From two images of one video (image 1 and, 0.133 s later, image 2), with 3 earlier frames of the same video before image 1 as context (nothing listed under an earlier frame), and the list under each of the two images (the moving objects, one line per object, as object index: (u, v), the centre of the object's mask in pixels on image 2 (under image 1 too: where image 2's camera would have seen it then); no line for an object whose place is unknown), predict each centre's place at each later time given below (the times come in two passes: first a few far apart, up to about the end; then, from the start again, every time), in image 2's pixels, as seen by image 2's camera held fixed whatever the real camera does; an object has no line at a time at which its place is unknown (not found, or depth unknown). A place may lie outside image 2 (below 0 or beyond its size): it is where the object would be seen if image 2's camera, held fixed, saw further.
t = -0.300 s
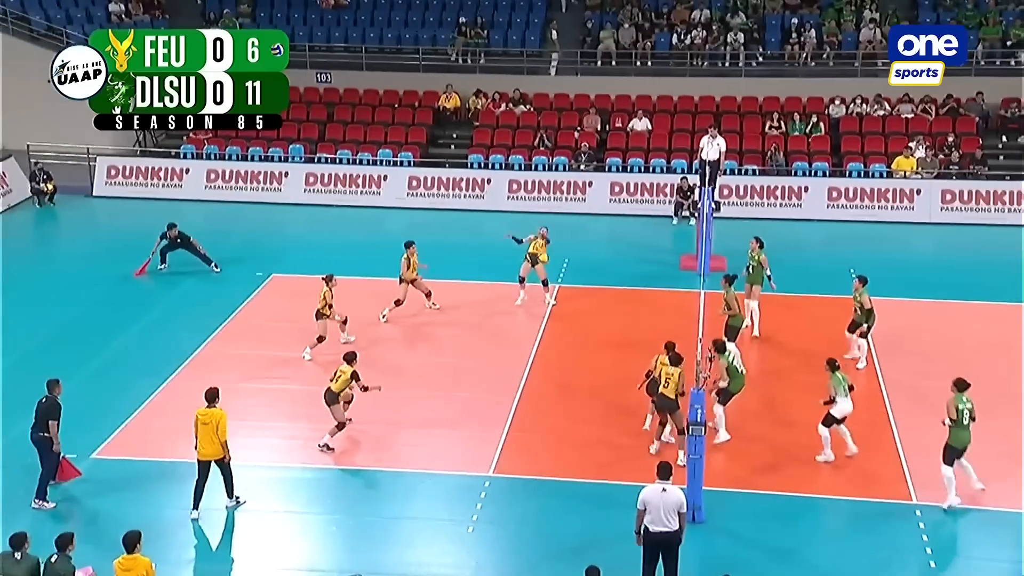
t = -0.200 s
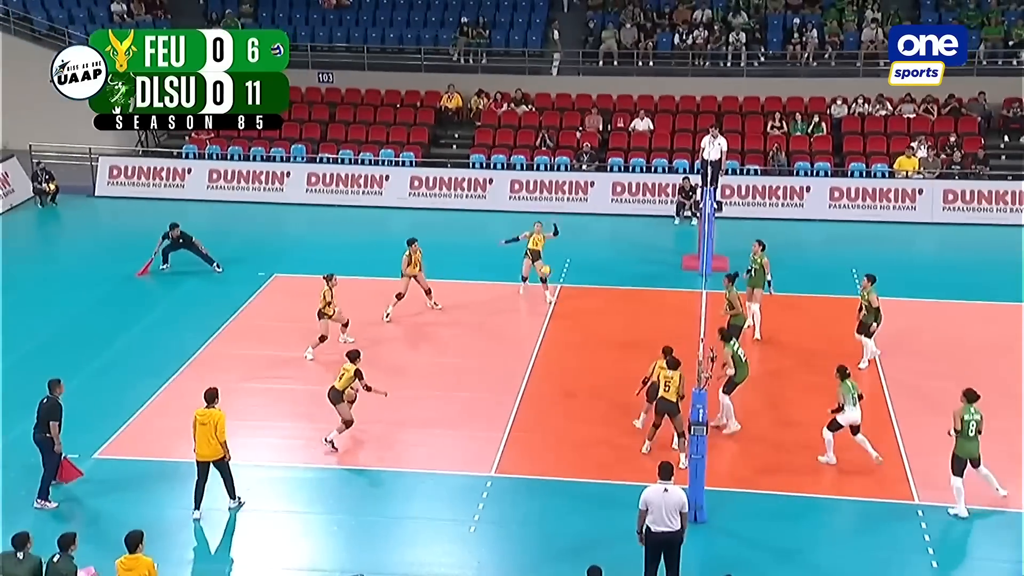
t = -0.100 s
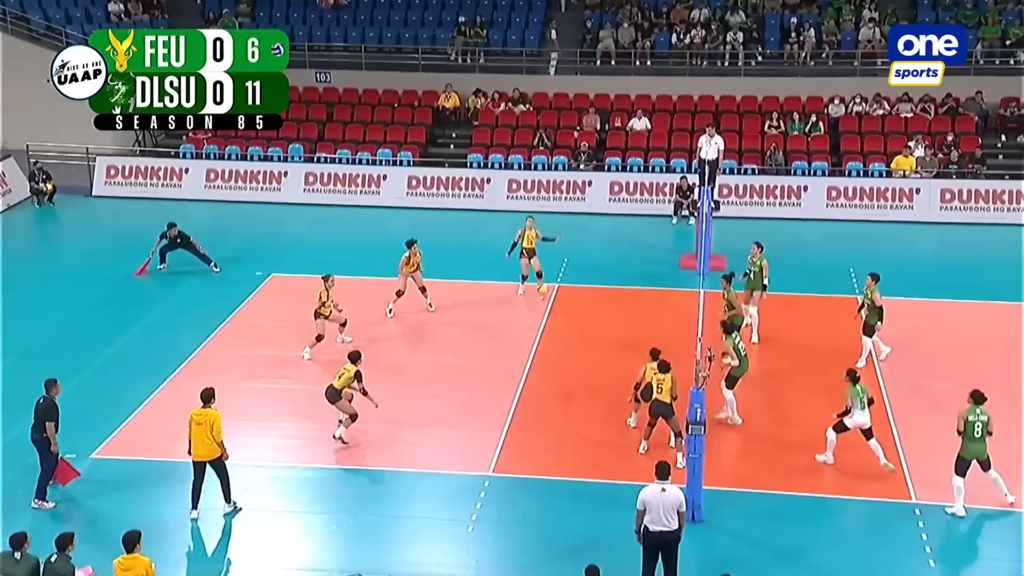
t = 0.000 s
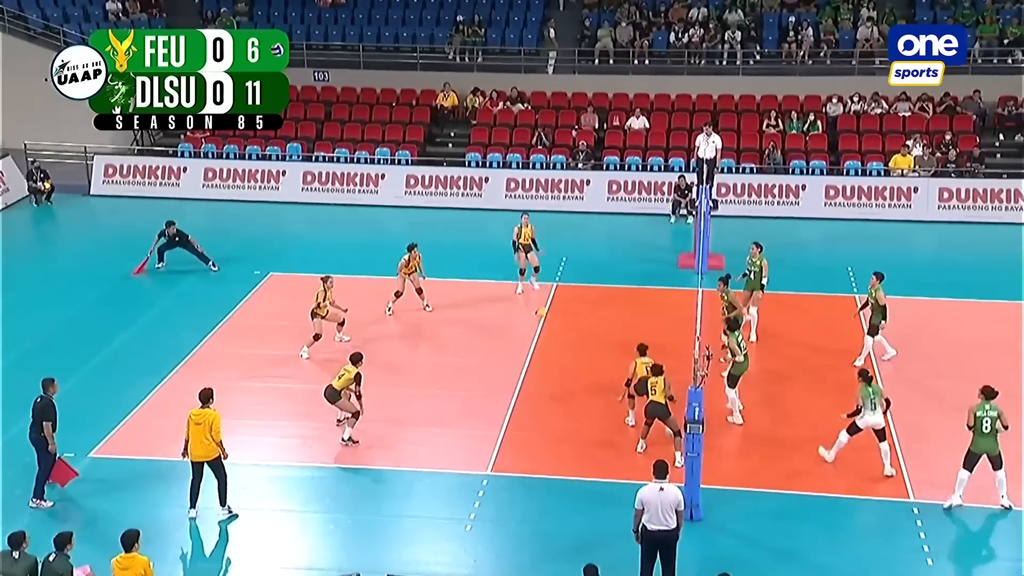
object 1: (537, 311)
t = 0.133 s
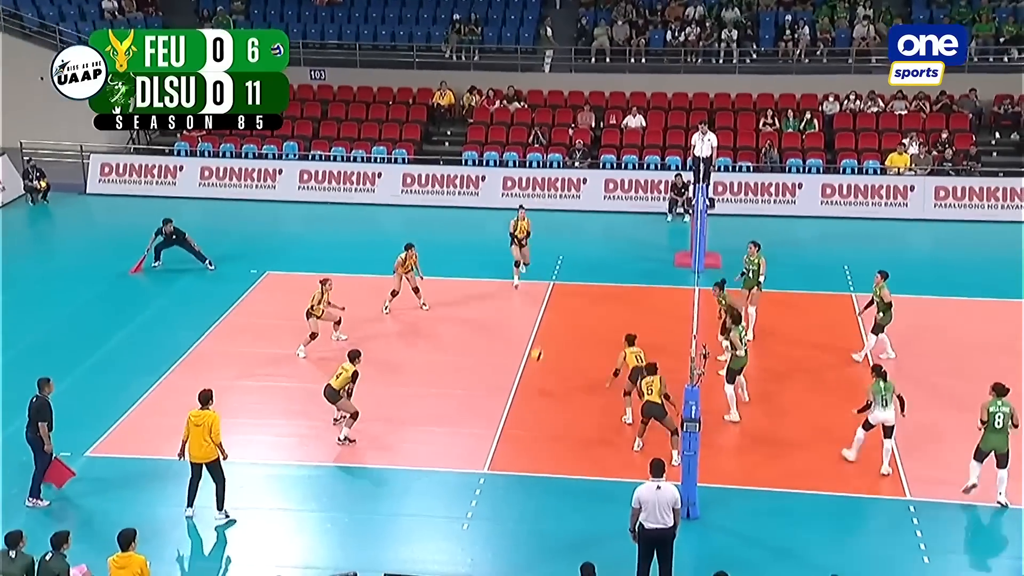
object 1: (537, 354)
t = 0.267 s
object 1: (536, 370)
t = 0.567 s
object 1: (540, 348)
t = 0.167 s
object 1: (535, 364)
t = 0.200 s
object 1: (537, 377)
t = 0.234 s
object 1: (536, 376)
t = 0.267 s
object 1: (536, 370)
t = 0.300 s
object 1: (537, 366)
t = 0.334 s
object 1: (537, 361)
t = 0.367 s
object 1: (537, 358)
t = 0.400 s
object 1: (537, 355)
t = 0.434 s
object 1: (538, 352)
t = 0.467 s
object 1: (538, 351)
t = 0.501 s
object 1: (539, 349)
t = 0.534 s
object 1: (539, 348)
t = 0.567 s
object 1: (540, 348)
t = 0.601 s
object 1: (540, 348)
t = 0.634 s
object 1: (540, 350)
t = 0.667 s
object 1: (541, 352)
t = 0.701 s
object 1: (541, 354)
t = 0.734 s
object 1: (541, 357)
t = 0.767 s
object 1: (541, 361)
